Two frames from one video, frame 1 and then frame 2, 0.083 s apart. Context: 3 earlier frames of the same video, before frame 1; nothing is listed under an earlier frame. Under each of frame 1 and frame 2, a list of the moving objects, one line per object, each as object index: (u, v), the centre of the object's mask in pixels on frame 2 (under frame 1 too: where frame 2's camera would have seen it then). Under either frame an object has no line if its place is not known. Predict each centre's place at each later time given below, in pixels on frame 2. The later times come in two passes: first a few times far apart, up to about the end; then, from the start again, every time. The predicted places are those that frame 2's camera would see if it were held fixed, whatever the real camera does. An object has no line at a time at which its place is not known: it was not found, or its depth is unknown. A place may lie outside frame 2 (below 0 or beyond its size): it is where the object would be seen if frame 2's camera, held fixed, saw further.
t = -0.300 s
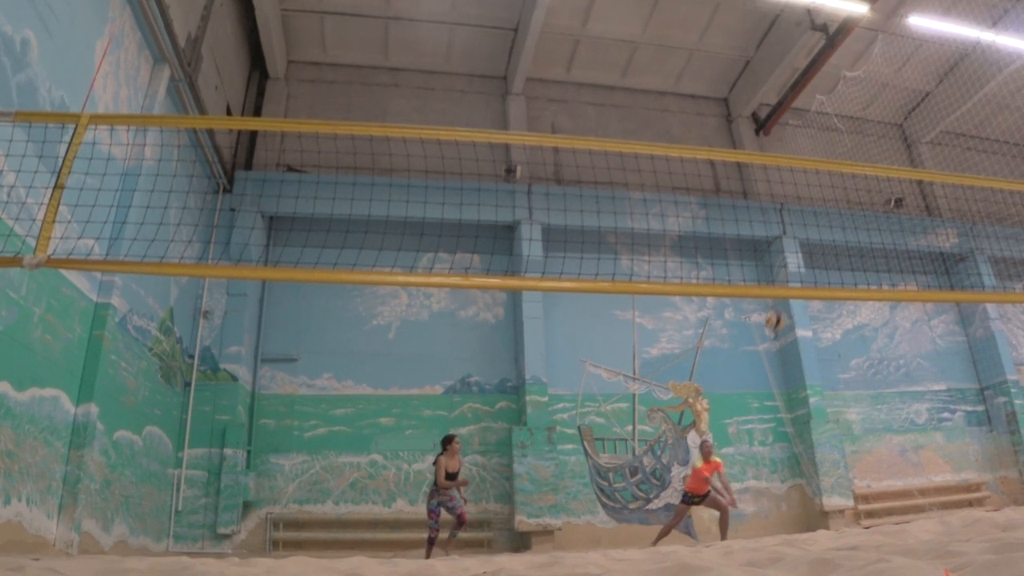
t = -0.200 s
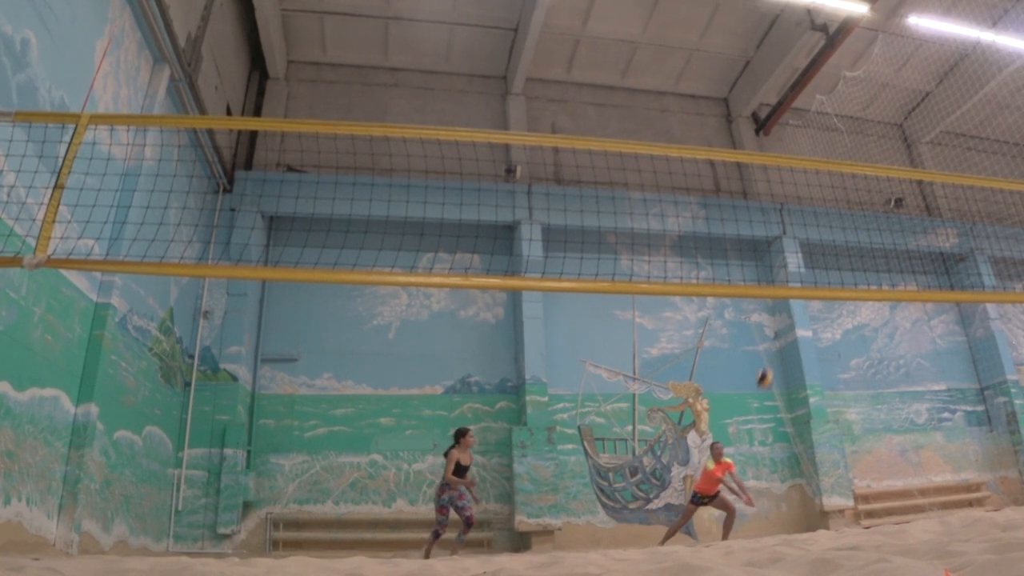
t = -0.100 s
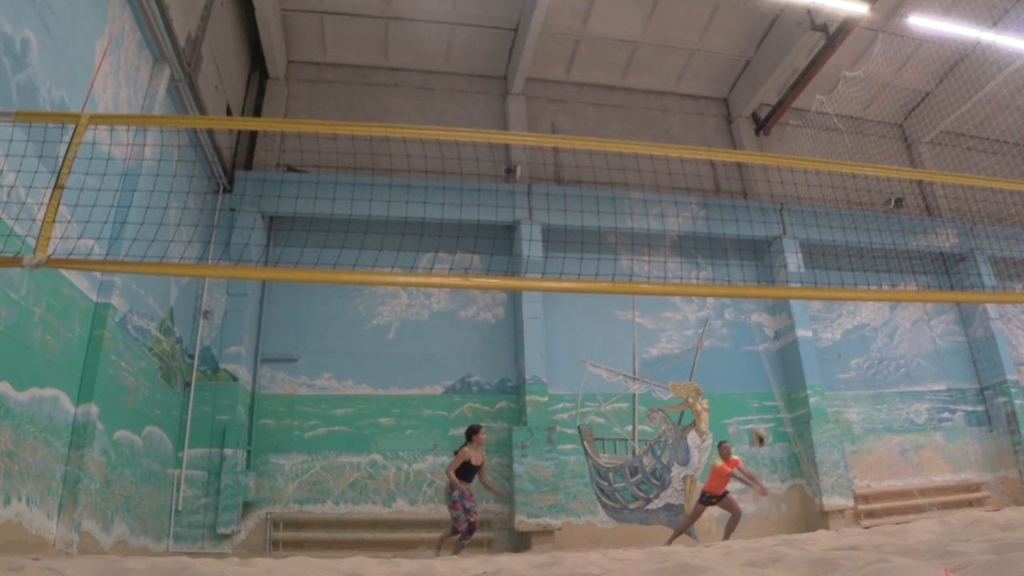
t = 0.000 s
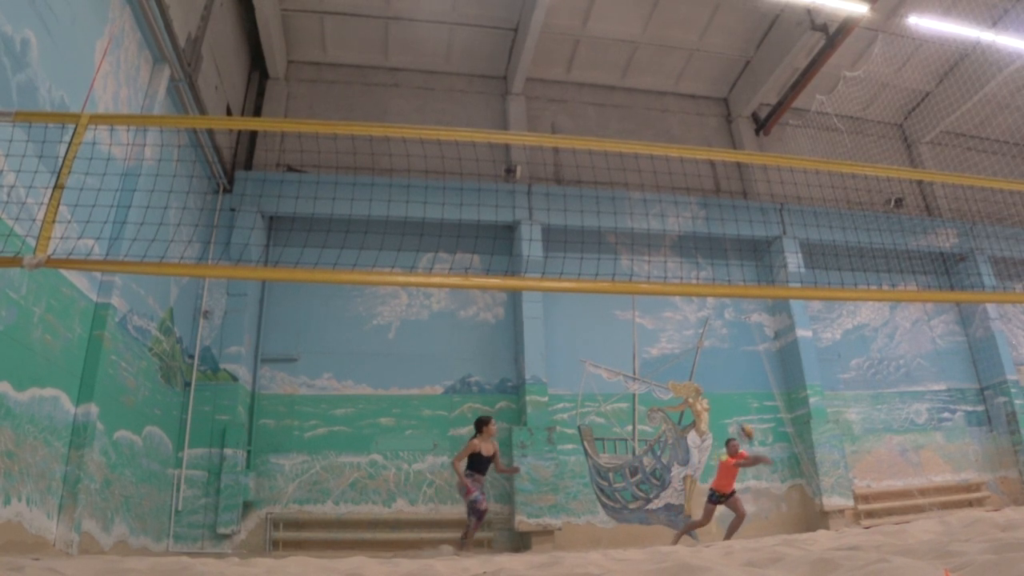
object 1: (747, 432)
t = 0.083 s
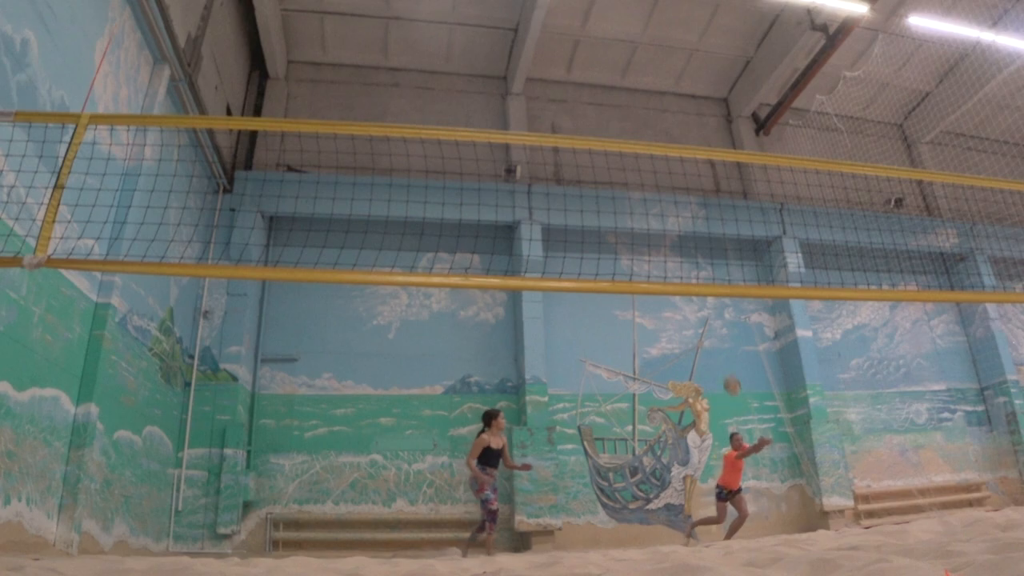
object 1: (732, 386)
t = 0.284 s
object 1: (701, 299)
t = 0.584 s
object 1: (658, 206)
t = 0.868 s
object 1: (621, 177)
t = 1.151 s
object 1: (587, 212)
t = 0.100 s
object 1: (728, 377)
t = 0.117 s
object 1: (725, 368)
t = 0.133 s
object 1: (724, 360)
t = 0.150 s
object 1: (721, 353)
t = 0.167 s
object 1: (718, 345)
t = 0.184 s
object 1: (717, 337)
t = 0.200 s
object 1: (713, 328)
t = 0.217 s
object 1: (710, 320)
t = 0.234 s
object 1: (708, 313)
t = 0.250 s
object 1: (706, 306)
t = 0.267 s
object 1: (703, 302)
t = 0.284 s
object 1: (701, 299)
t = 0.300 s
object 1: (697, 278)
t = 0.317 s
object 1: (695, 278)
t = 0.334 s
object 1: (693, 274)
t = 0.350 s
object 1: (691, 271)
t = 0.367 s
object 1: (687, 263)
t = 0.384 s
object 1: (686, 258)
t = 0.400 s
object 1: (684, 252)
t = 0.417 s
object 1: (681, 246)
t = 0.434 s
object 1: (678, 240)
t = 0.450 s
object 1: (675, 235)
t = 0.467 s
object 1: (672, 231)
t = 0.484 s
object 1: (672, 227)
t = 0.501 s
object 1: (670, 225)
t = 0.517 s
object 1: (668, 221)
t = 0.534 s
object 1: (664, 216)
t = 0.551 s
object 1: (662, 212)
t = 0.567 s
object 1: (660, 209)
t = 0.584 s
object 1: (658, 206)
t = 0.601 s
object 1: (655, 202)
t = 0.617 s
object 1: (653, 199)
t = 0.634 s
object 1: (650, 197)
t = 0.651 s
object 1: (649, 194)
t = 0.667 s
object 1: (647, 192)
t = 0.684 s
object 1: (644, 189)
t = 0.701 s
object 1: (642, 187)
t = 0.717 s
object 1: (639, 184)
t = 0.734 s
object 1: (637, 182)
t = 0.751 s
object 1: (634, 181)
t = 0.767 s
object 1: (633, 181)
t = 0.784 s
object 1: (631, 180)
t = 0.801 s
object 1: (630, 179)
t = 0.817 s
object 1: (628, 179)
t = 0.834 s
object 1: (626, 178)
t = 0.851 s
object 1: (623, 177)
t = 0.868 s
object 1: (621, 177)
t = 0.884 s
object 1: (619, 177)
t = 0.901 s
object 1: (617, 178)
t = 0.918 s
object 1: (614, 179)
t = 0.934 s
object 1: (613, 179)
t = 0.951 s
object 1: (611, 180)
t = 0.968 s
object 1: (609, 181)
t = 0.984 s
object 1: (607, 182)
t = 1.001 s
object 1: (605, 184)
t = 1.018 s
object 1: (602, 185)
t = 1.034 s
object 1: (600, 188)
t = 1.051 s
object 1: (598, 191)
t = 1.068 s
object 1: (597, 194)
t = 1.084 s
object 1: (595, 196)
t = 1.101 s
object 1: (592, 200)
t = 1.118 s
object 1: (590, 204)
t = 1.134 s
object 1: (589, 208)
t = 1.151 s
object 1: (587, 212)
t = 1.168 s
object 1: (585, 216)
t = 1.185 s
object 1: (581, 222)
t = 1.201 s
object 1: (578, 228)
